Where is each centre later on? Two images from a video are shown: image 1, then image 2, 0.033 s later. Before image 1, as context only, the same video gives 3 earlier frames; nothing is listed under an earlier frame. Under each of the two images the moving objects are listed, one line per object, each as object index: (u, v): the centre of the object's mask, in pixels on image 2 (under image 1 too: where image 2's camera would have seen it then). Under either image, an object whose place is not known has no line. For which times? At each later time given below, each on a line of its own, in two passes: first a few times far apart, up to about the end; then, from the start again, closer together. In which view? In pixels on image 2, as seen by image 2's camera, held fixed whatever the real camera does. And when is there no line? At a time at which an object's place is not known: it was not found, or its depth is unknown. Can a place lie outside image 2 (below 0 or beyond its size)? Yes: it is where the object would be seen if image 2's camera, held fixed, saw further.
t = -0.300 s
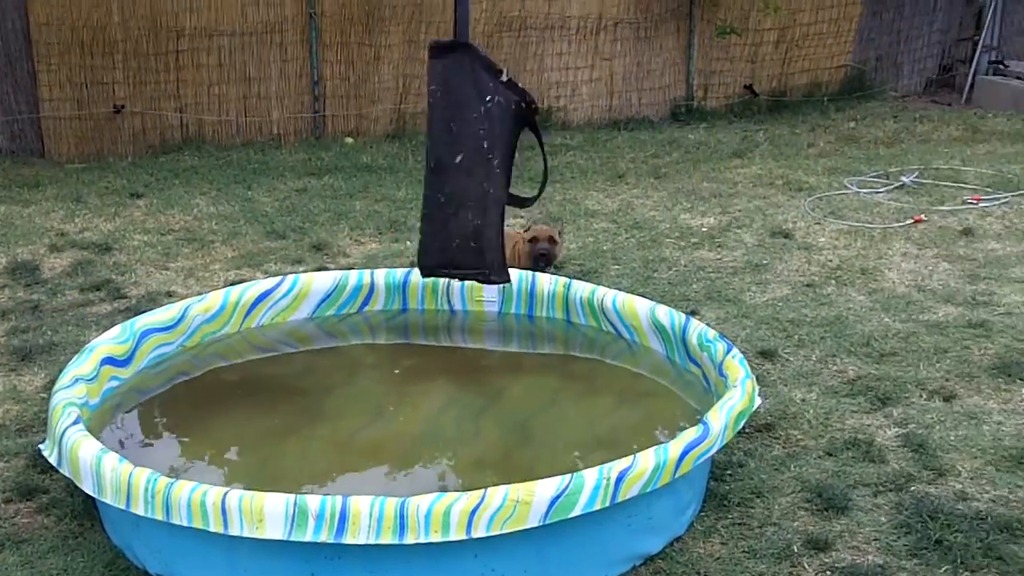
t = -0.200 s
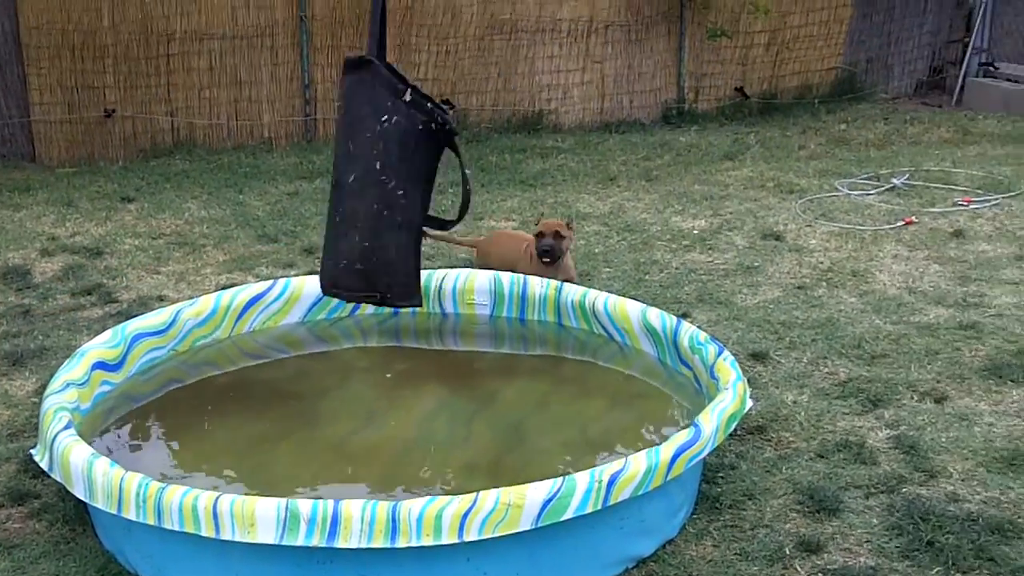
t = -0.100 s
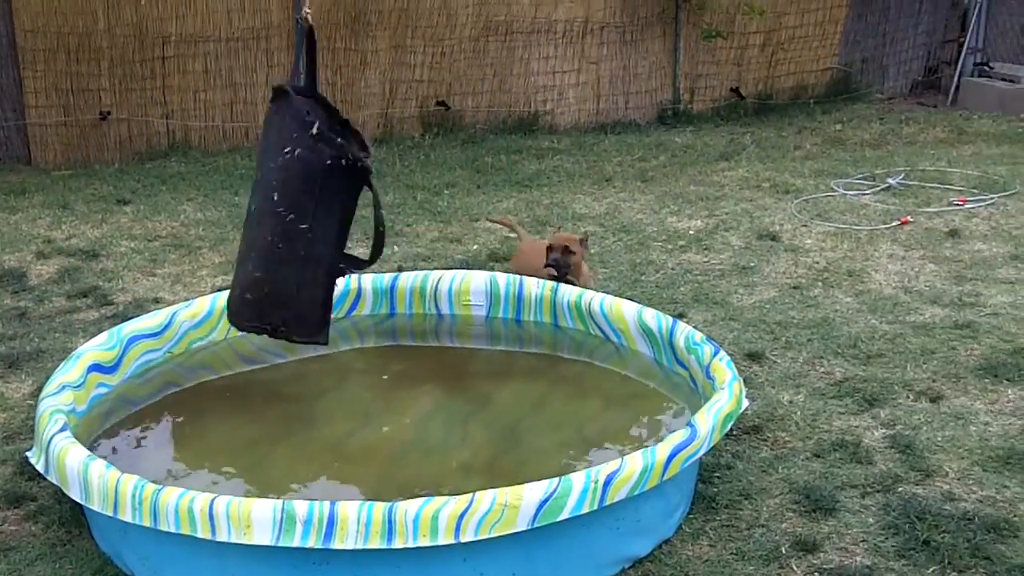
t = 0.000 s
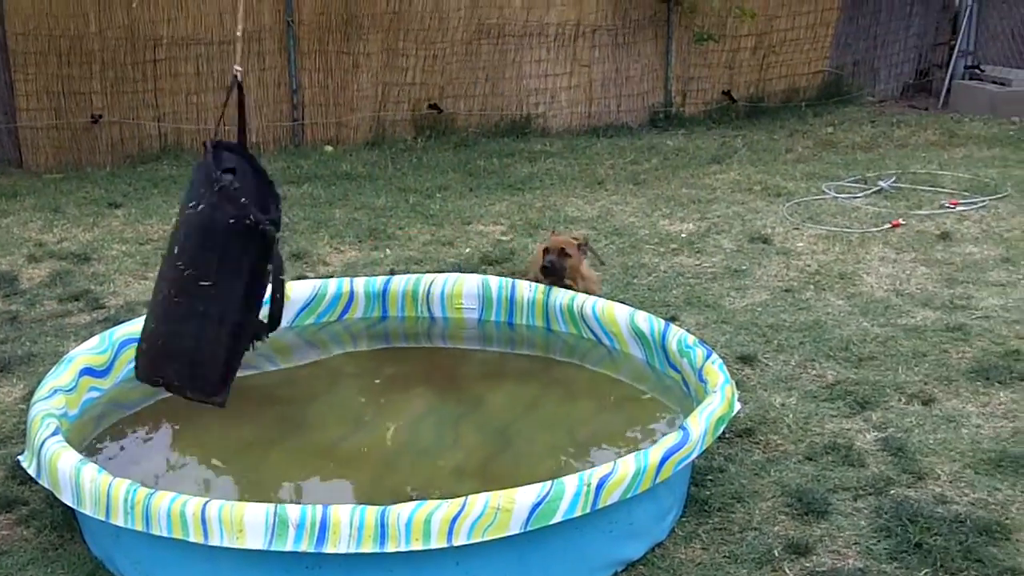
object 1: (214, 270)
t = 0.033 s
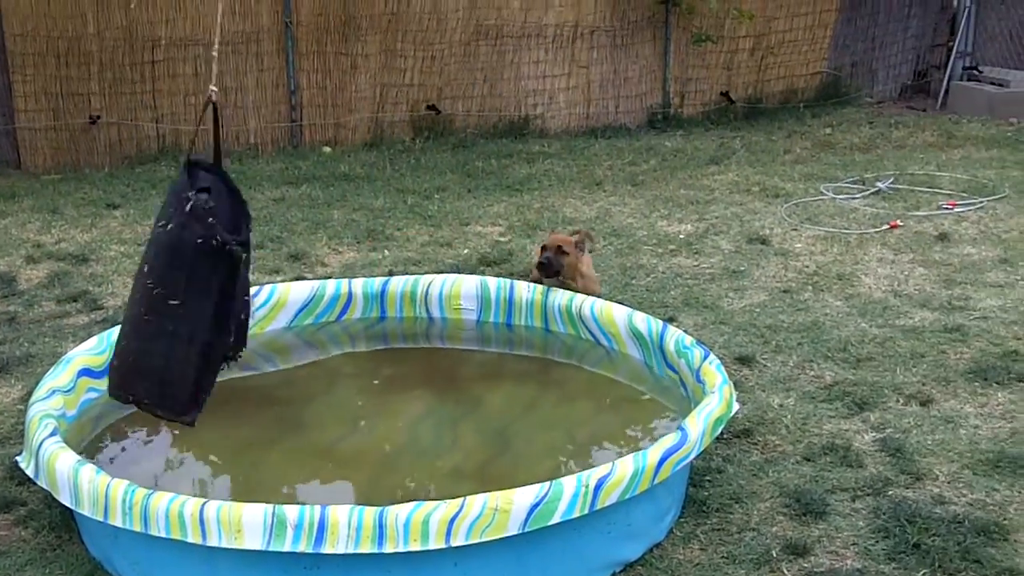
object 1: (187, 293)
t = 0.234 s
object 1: (95, 327)
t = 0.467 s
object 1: (133, 288)
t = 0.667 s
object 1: (178, 233)
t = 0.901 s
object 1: (258, 211)
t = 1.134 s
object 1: (334, 254)
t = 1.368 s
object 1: (394, 293)
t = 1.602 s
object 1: (423, 303)
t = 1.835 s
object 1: (417, 299)
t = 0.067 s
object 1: (163, 304)
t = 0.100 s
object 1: (139, 319)
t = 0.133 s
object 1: (117, 332)
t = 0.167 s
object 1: (102, 336)
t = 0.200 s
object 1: (96, 333)
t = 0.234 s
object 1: (95, 327)
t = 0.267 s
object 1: (96, 324)
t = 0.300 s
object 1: (99, 321)
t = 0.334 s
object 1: (103, 315)
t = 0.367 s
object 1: (109, 309)
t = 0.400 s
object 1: (116, 303)
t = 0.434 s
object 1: (125, 296)
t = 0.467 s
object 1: (133, 288)
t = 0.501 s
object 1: (140, 280)
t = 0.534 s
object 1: (149, 271)
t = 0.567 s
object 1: (156, 263)
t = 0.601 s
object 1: (164, 253)
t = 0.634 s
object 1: (171, 242)
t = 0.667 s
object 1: (178, 233)
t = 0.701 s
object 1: (187, 225)
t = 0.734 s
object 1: (197, 219)
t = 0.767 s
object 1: (209, 214)
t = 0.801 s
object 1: (220, 210)
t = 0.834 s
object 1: (233, 208)
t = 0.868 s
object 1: (245, 209)
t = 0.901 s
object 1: (258, 211)
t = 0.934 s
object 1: (270, 214)
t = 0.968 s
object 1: (283, 223)
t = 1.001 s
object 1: (295, 228)
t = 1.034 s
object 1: (306, 237)
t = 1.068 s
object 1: (316, 239)
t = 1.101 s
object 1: (325, 247)
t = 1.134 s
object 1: (334, 254)
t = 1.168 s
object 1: (343, 262)
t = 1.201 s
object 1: (352, 269)
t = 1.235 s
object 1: (361, 279)
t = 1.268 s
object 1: (371, 285)
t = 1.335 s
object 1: (387, 290)
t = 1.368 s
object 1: (394, 293)
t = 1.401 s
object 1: (401, 296)
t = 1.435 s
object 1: (408, 298)
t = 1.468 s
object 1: (412, 299)
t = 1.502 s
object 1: (415, 300)
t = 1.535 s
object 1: (418, 301)
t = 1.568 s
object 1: (421, 302)
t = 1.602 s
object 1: (423, 303)
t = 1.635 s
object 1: (424, 303)
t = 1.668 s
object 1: (424, 304)
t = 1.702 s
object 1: (424, 304)
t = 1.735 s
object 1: (424, 303)
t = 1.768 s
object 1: (422, 302)
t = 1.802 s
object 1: (420, 301)
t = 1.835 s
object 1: (417, 299)
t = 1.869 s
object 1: (413, 298)
